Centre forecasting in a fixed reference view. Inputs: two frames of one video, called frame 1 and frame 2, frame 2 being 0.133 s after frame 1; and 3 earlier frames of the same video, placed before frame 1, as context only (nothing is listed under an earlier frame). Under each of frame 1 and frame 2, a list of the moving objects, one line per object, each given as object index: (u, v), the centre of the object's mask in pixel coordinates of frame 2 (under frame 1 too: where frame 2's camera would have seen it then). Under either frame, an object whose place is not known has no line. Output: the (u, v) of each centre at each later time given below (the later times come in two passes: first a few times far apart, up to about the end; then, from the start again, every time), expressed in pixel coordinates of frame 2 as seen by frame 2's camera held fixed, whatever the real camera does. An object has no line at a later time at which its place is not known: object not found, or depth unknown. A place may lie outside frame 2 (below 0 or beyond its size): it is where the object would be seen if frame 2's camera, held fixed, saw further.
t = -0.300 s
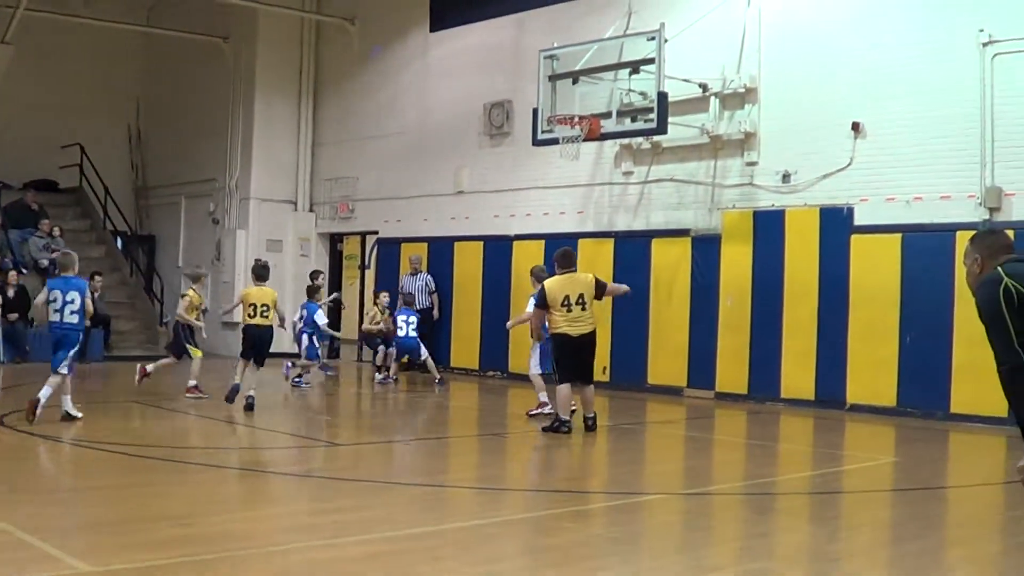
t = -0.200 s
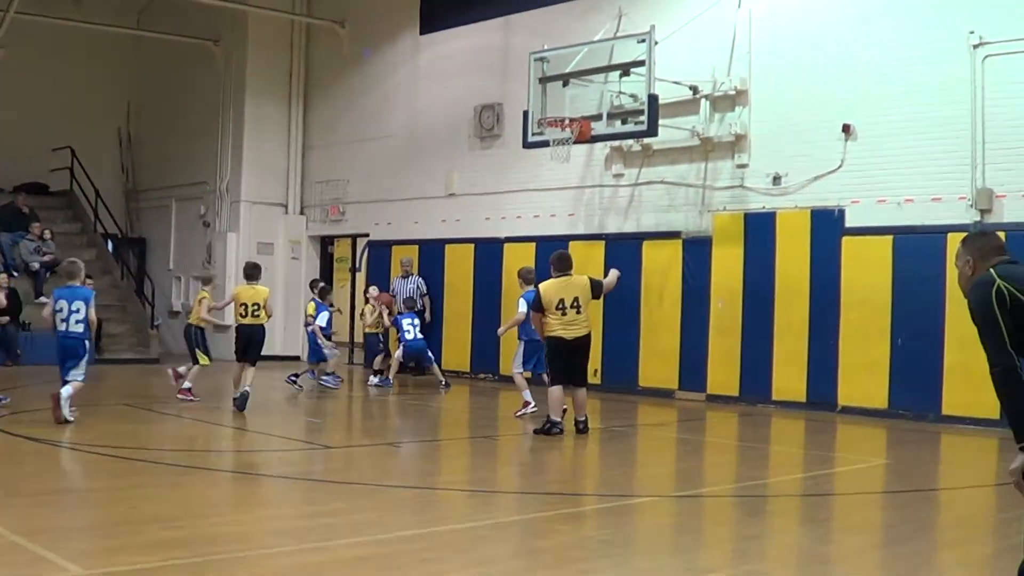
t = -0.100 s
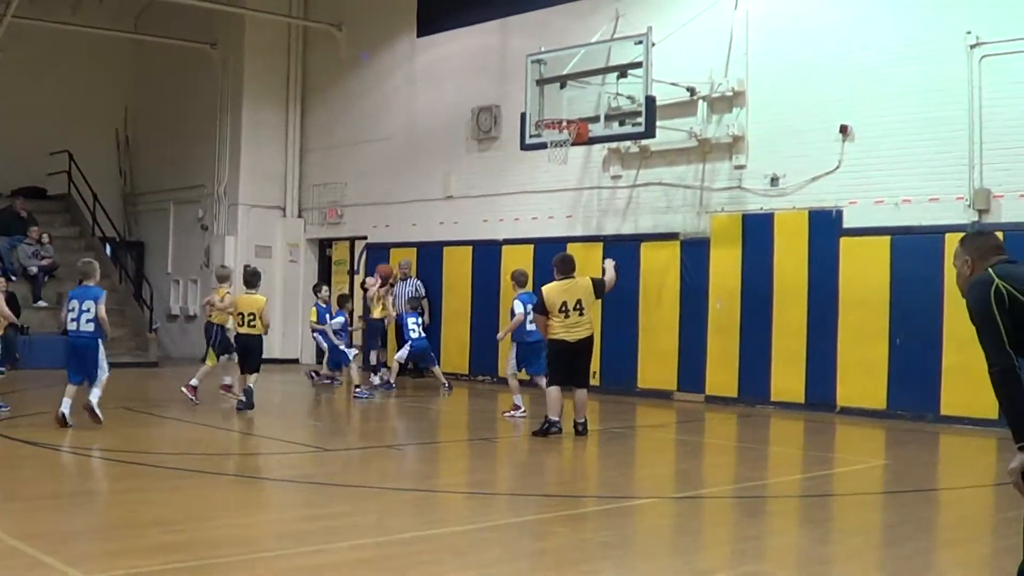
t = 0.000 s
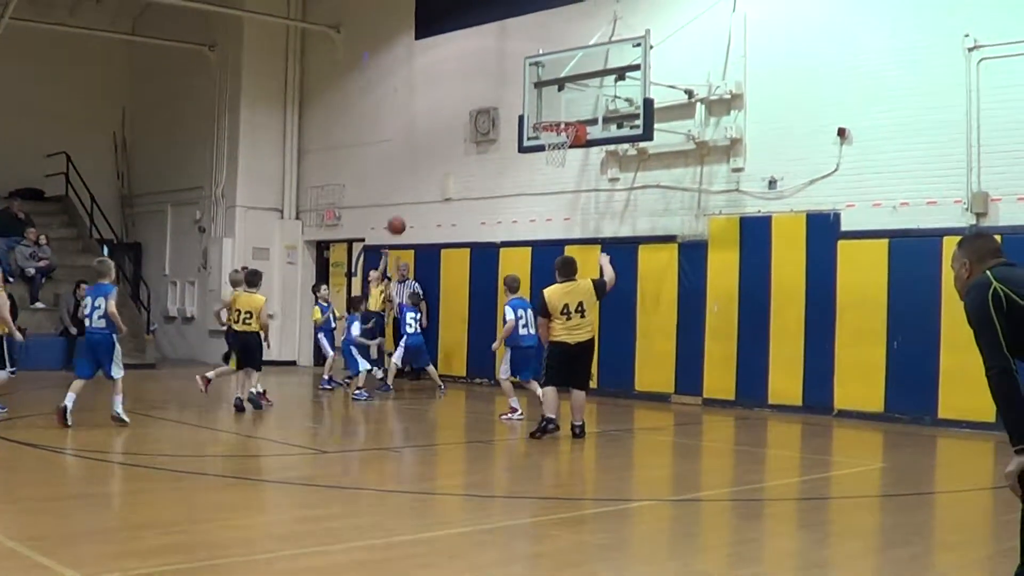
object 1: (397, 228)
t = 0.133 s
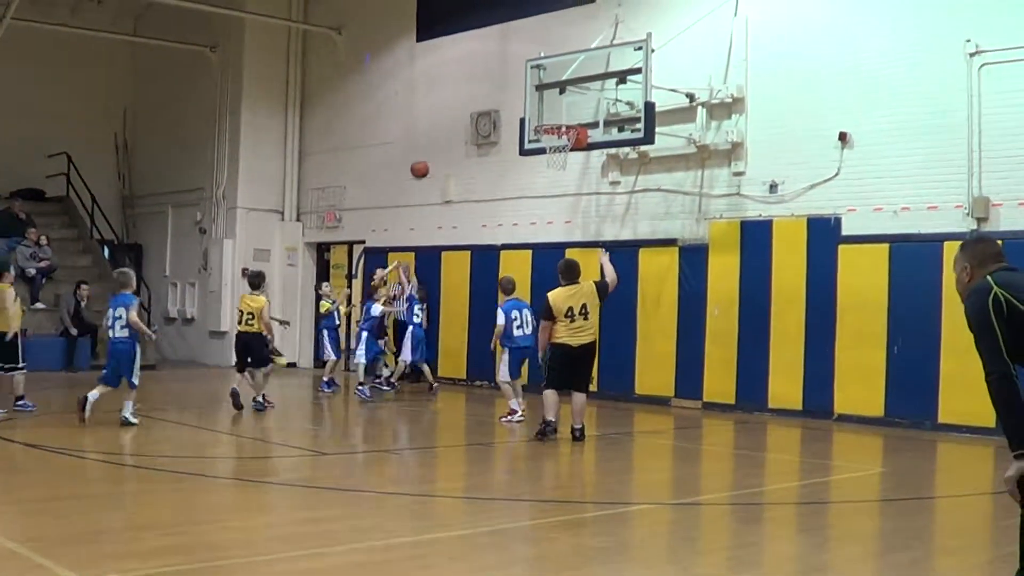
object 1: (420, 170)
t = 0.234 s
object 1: (437, 134)
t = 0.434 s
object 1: (472, 85)
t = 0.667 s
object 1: (514, 67)
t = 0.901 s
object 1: (558, 98)
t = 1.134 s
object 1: (605, 185)
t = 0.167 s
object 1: (425, 157)
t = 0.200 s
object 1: (431, 145)
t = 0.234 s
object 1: (437, 134)
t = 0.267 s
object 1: (443, 124)
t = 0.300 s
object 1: (449, 114)
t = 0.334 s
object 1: (455, 106)
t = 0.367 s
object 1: (460, 98)
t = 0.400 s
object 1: (466, 91)
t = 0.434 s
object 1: (472, 85)
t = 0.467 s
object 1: (478, 80)
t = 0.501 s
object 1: (484, 75)
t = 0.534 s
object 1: (490, 72)
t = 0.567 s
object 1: (496, 70)
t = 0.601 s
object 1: (502, 68)
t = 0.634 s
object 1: (508, 67)
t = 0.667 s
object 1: (514, 67)
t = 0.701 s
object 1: (520, 69)
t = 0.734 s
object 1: (526, 71)
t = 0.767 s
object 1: (532, 74)
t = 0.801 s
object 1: (538, 79)
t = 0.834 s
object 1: (545, 85)
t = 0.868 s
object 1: (551, 90)
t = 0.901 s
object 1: (558, 98)
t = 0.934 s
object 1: (564, 107)
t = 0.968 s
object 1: (571, 117)
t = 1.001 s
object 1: (577, 128)
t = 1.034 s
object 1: (584, 140)
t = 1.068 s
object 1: (591, 154)
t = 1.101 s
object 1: (599, 169)
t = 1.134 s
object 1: (605, 185)
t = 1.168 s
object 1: (612, 203)
